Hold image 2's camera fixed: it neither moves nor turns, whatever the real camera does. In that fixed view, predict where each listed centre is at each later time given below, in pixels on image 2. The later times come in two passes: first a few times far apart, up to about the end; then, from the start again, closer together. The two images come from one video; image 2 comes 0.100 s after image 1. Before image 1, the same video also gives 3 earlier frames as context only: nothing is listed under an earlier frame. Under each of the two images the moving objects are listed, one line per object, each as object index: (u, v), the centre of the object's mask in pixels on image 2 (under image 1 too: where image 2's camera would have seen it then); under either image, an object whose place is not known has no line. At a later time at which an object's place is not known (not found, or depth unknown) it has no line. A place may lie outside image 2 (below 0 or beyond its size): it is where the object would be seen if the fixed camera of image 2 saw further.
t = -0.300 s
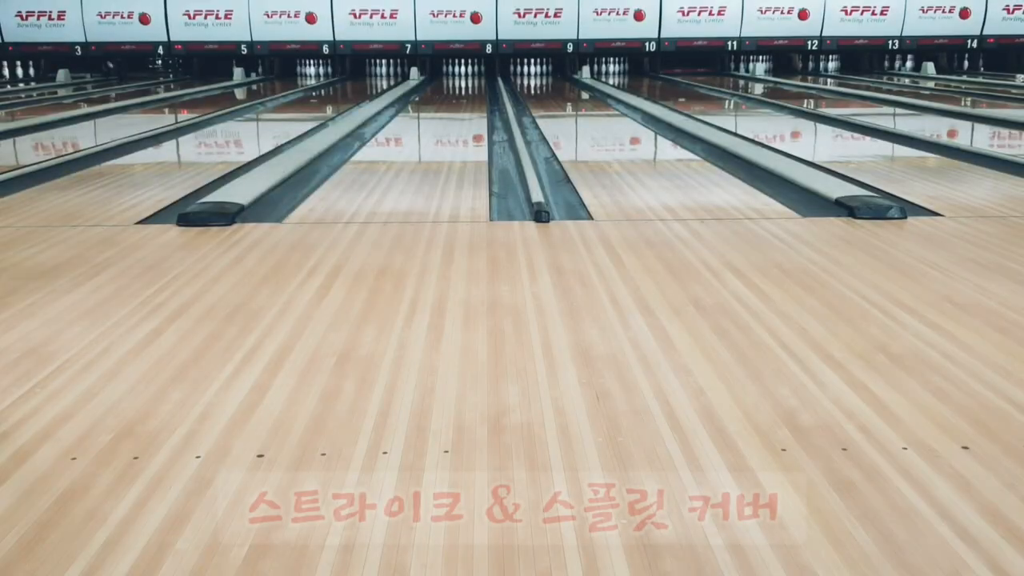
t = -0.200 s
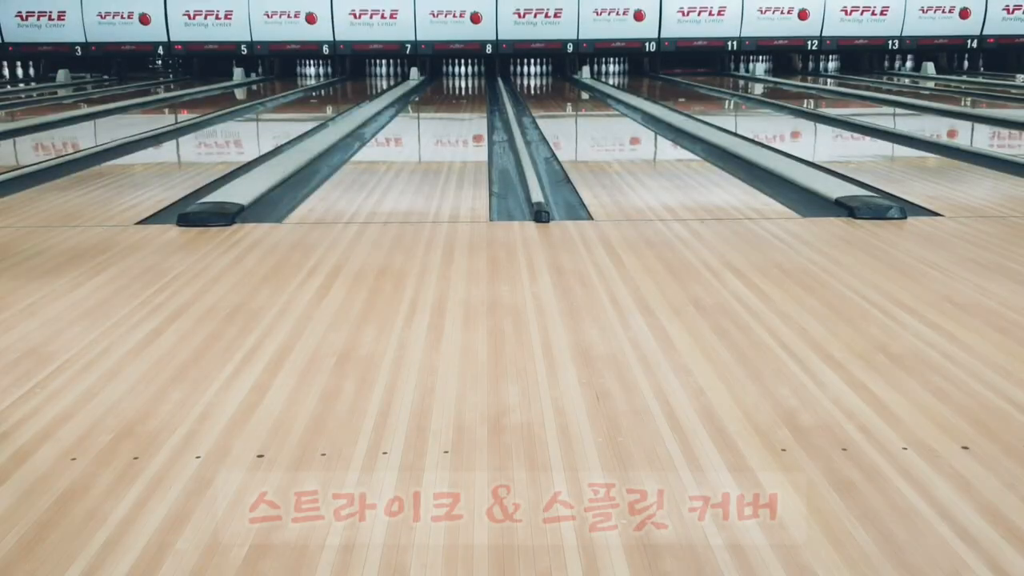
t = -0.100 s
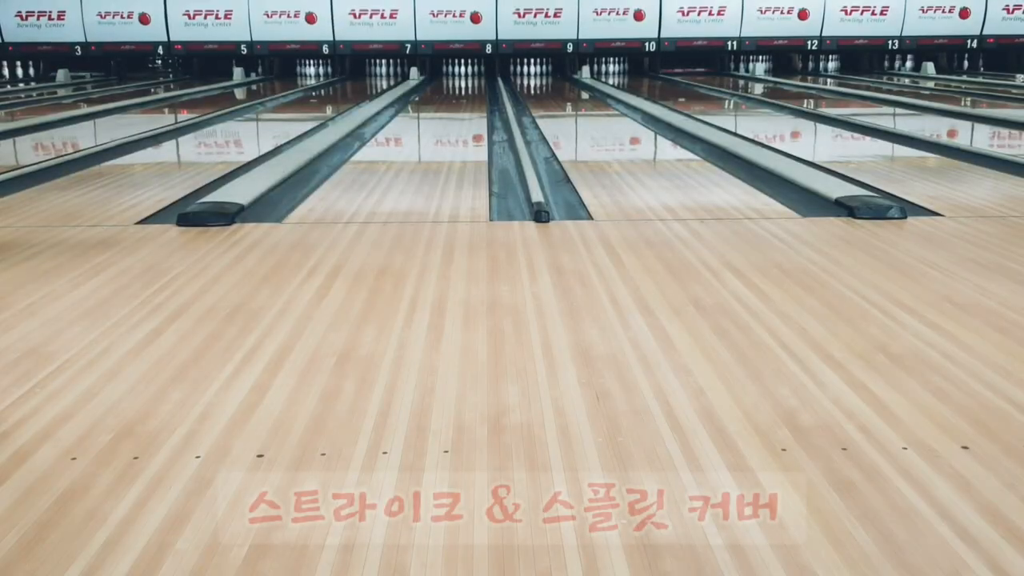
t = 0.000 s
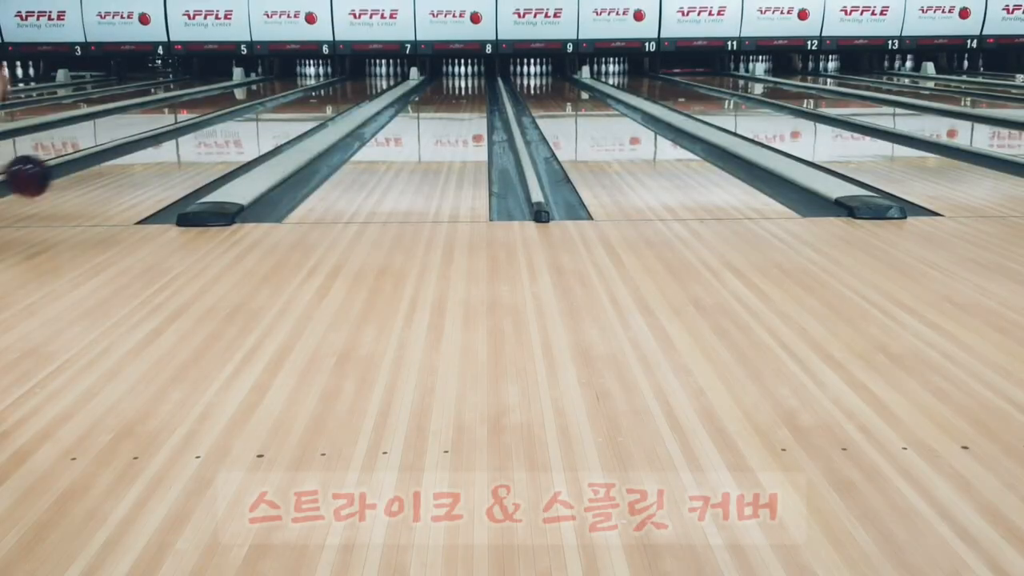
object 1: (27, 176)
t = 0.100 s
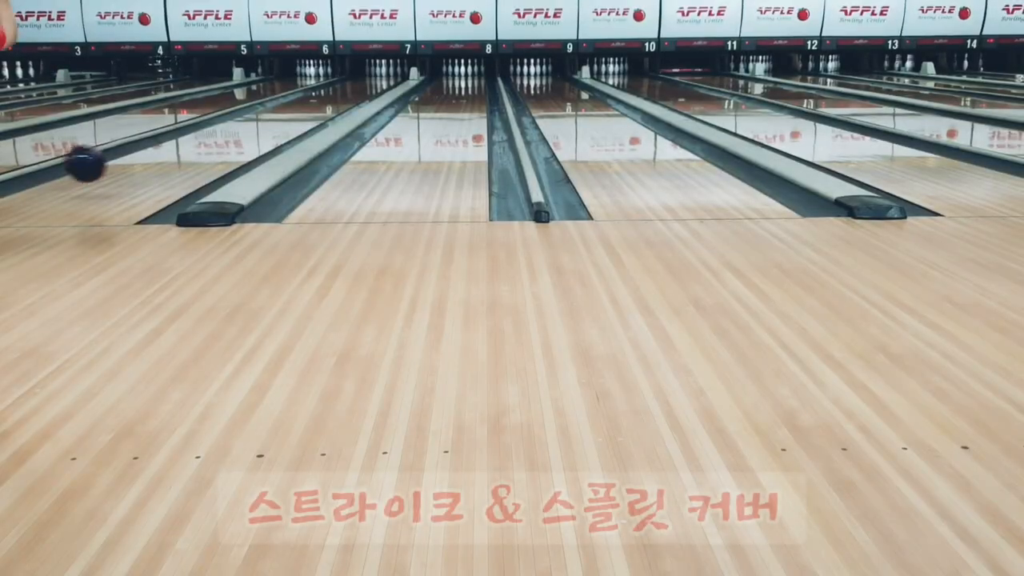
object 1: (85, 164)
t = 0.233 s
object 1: (144, 160)
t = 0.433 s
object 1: (207, 141)
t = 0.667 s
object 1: (257, 124)
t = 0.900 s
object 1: (293, 111)
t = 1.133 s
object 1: (318, 102)
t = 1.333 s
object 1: (336, 96)
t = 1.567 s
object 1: (352, 90)
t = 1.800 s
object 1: (364, 86)
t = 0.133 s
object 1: (102, 163)
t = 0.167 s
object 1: (117, 165)
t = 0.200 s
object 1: (132, 166)
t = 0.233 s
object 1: (144, 160)
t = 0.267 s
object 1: (157, 157)
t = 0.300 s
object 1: (168, 154)
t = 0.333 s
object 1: (179, 150)
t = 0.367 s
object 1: (188, 147)
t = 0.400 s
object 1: (198, 143)
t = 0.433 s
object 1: (207, 141)
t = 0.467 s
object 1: (215, 138)
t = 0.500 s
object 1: (223, 135)
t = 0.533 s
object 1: (230, 133)
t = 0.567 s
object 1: (237, 130)
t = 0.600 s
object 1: (244, 127)
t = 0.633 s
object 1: (251, 126)
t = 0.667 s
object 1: (257, 124)
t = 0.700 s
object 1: (263, 121)
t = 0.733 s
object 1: (268, 120)
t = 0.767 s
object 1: (273, 118)
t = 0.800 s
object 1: (278, 116)
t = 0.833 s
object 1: (284, 114)
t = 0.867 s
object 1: (288, 113)
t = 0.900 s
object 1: (293, 111)
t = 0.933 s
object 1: (297, 110)
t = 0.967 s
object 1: (301, 109)
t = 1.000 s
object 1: (304, 108)
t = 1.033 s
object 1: (308, 106)
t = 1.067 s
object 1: (312, 105)
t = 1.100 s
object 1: (315, 103)
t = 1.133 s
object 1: (318, 102)
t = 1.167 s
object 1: (321, 102)
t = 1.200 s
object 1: (325, 100)
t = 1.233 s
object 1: (328, 99)
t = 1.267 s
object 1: (331, 98)
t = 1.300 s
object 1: (334, 96)
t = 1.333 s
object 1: (336, 96)
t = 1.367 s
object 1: (338, 95)
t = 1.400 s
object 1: (341, 94)
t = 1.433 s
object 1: (344, 93)
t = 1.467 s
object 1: (346, 92)
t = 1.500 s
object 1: (348, 92)
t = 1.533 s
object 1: (351, 91)
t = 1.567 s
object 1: (352, 90)
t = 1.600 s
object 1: (354, 90)
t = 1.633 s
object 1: (357, 88)
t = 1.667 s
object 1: (359, 87)
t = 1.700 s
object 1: (361, 87)
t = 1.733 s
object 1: (362, 87)
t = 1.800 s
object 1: (364, 86)
